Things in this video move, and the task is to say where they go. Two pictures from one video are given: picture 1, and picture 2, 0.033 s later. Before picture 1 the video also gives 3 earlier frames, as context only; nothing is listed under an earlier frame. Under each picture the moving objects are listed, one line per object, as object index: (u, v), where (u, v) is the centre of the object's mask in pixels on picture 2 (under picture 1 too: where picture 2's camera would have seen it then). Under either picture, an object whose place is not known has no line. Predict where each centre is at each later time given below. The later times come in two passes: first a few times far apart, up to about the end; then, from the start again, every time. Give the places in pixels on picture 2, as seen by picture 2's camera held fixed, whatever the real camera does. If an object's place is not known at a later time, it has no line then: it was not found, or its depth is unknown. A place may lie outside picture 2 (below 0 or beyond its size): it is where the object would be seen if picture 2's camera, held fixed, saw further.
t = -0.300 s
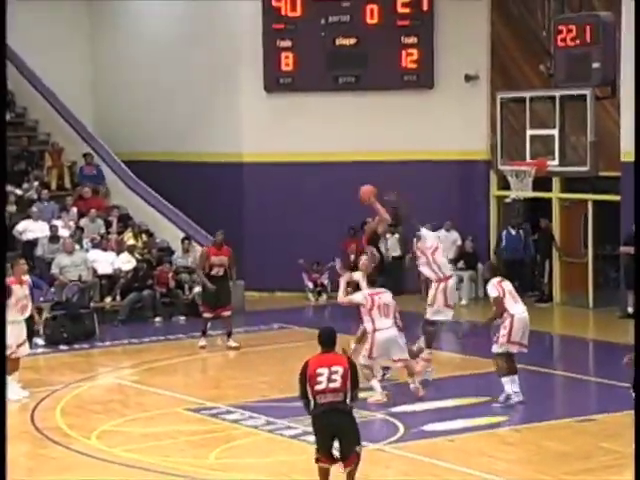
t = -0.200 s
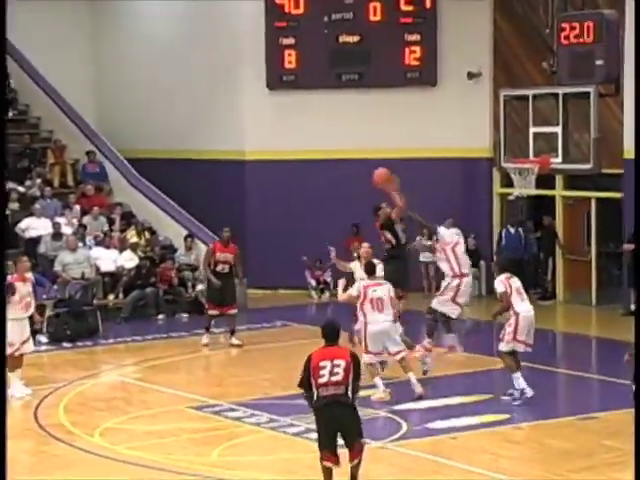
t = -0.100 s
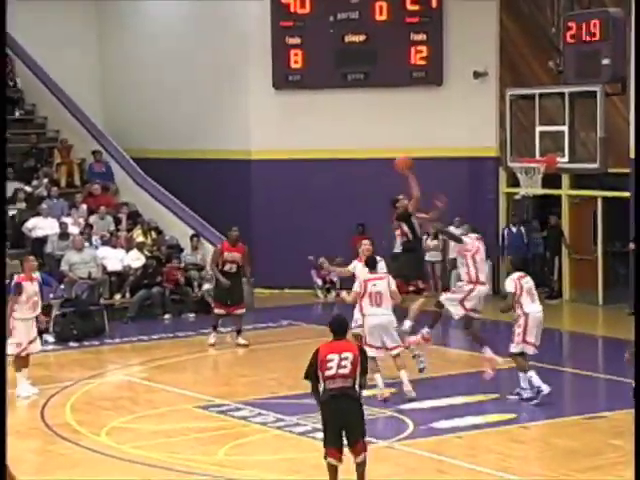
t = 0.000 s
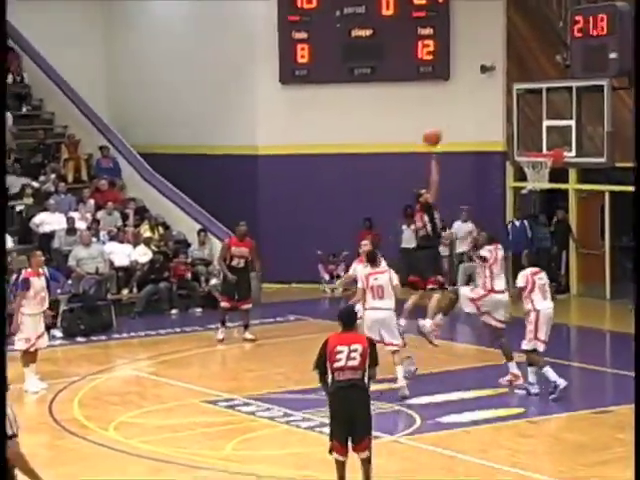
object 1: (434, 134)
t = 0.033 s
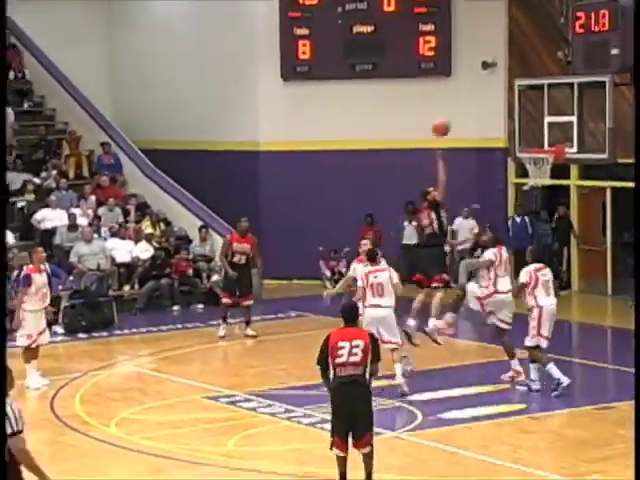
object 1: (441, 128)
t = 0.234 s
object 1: (485, 113)
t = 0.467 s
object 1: (536, 131)
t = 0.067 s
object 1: (448, 124)
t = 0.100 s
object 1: (456, 119)
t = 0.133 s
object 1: (464, 116)
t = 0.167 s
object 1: (471, 114)
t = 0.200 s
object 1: (478, 113)
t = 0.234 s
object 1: (485, 113)
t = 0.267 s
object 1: (493, 113)
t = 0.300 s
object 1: (501, 114)
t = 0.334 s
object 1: (508, 116)
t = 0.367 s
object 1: (515, 118)
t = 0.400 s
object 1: (523, 122)
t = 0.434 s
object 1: (529, 126)
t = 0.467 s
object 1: (536, 131)
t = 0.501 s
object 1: (546, 137)
